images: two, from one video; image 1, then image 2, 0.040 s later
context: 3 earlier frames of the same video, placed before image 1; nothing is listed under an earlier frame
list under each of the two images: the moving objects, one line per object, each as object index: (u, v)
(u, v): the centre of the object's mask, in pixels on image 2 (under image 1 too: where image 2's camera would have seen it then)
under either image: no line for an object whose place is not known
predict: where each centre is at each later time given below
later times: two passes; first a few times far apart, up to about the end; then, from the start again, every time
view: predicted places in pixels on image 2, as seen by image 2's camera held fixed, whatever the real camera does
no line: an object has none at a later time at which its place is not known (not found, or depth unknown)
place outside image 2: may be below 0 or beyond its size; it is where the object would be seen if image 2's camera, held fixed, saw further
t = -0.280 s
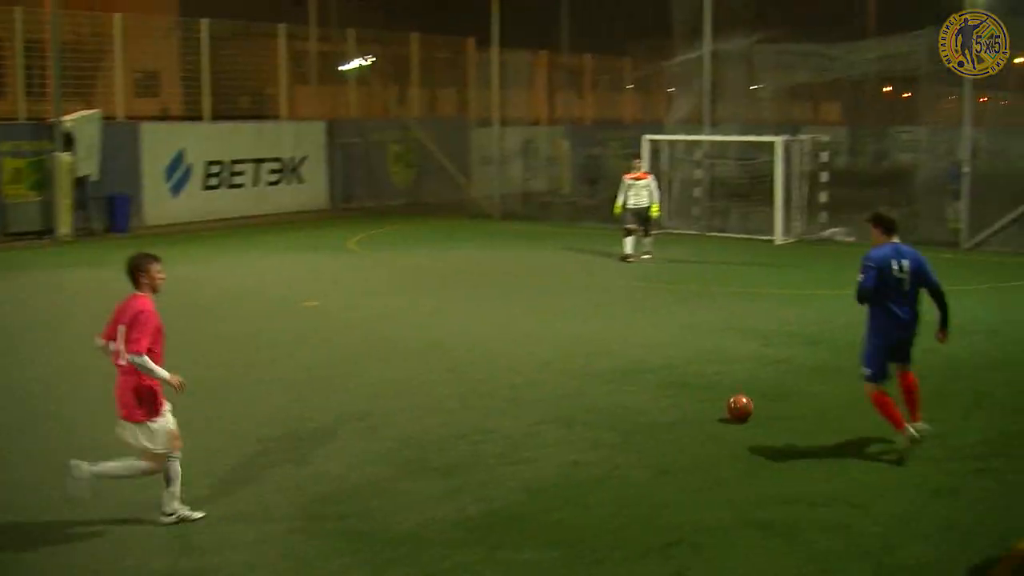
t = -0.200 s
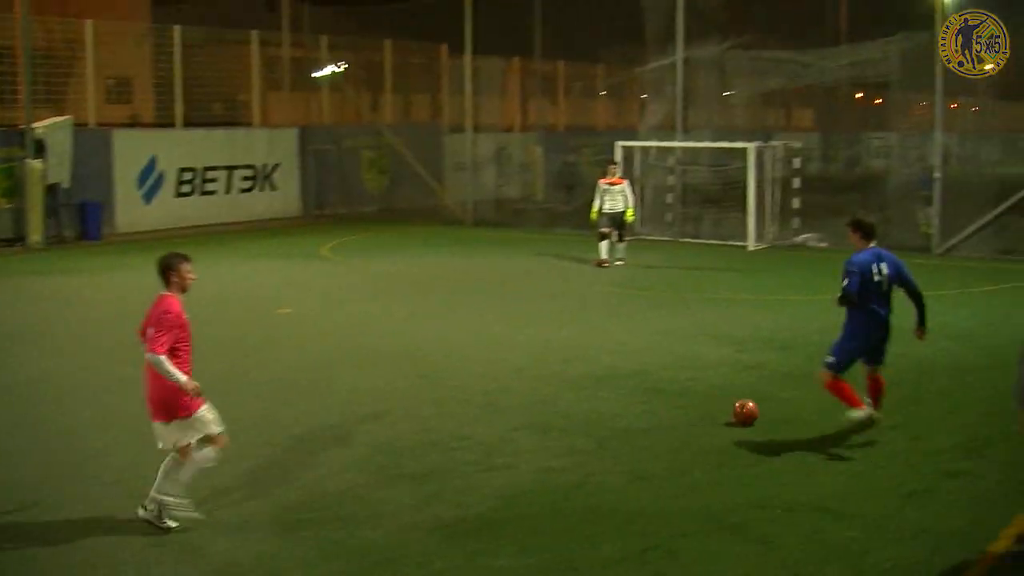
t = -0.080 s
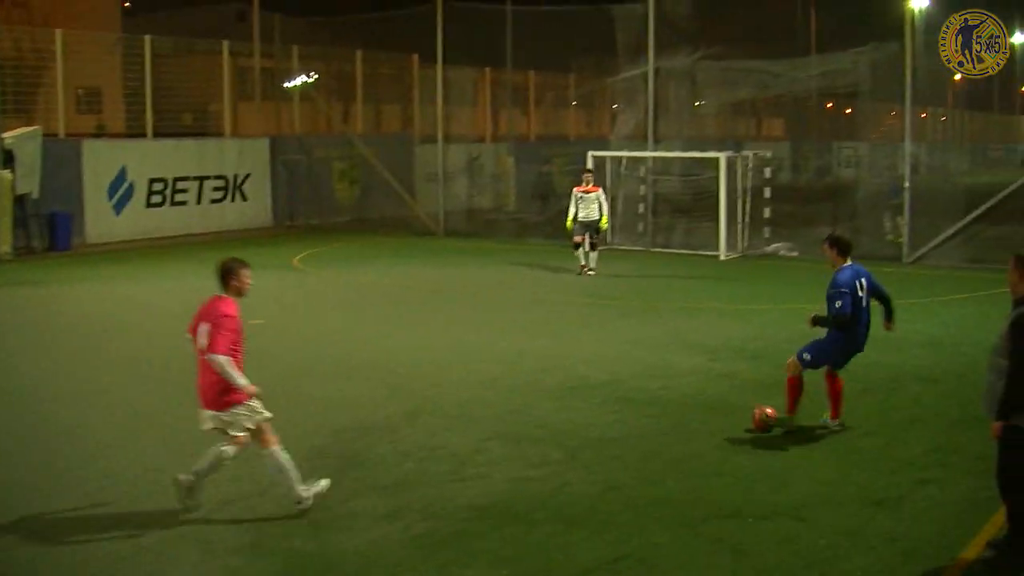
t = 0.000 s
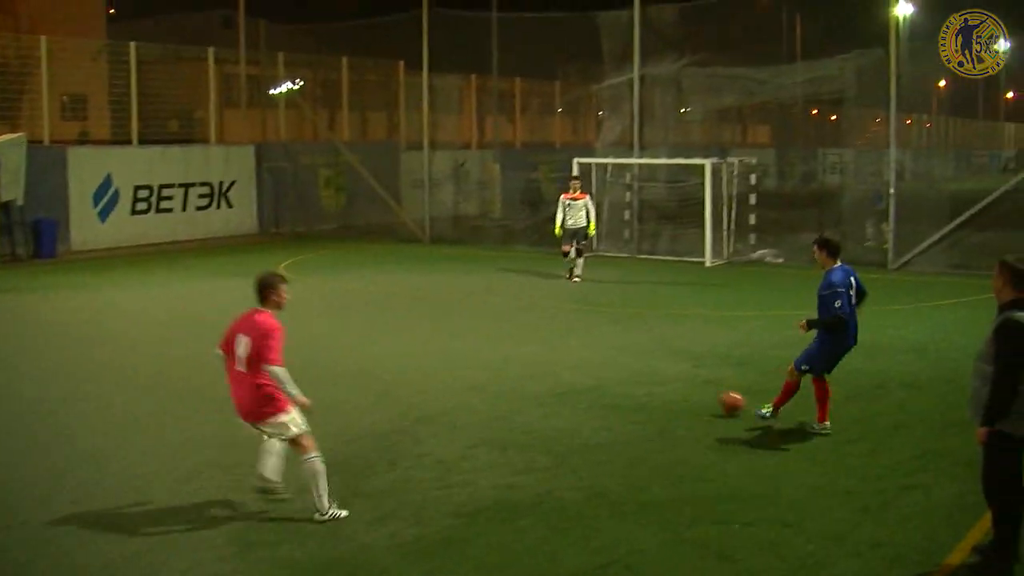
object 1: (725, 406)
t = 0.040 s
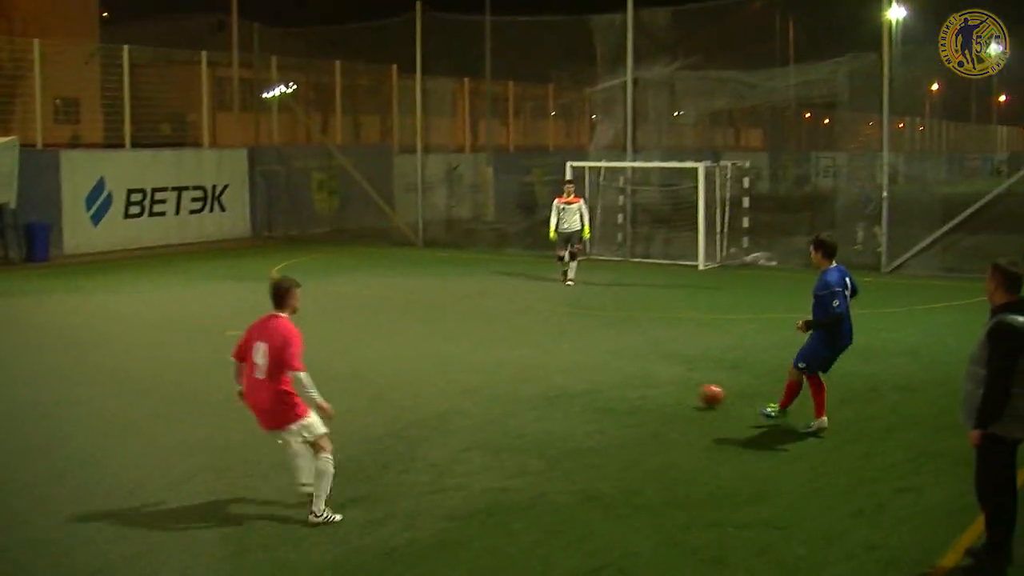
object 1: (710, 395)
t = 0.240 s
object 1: (664, 359)
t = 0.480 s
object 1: (633, 332)
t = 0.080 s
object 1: (699, 387)
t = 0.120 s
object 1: (688, 380)
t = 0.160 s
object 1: (679, 372)
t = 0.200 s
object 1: (670, 366)
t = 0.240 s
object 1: (664, 359)
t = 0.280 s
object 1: (657, 353)
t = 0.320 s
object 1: (651, 348)
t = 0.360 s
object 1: (646, 343)
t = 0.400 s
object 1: (641, 338)
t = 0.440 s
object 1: (637, 335)
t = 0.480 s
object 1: (633, 332)
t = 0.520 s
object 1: (630, 328)
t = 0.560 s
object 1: (628, 324)
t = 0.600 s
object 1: (625, 322)
